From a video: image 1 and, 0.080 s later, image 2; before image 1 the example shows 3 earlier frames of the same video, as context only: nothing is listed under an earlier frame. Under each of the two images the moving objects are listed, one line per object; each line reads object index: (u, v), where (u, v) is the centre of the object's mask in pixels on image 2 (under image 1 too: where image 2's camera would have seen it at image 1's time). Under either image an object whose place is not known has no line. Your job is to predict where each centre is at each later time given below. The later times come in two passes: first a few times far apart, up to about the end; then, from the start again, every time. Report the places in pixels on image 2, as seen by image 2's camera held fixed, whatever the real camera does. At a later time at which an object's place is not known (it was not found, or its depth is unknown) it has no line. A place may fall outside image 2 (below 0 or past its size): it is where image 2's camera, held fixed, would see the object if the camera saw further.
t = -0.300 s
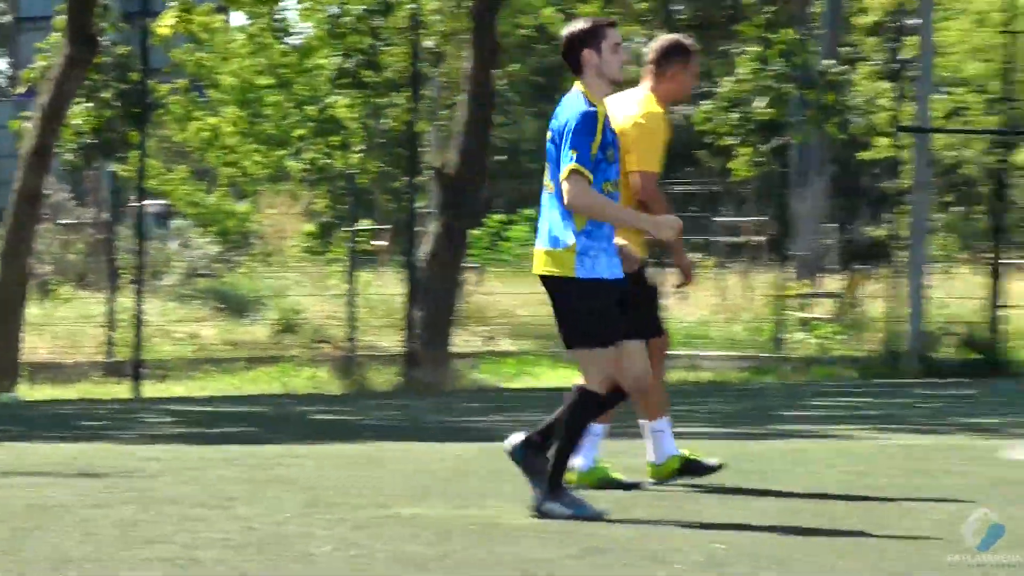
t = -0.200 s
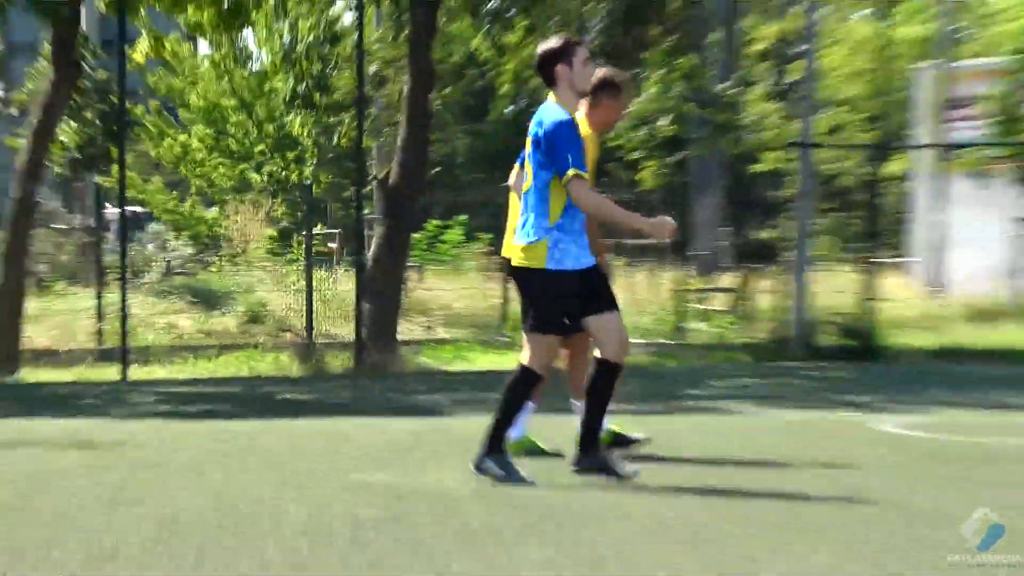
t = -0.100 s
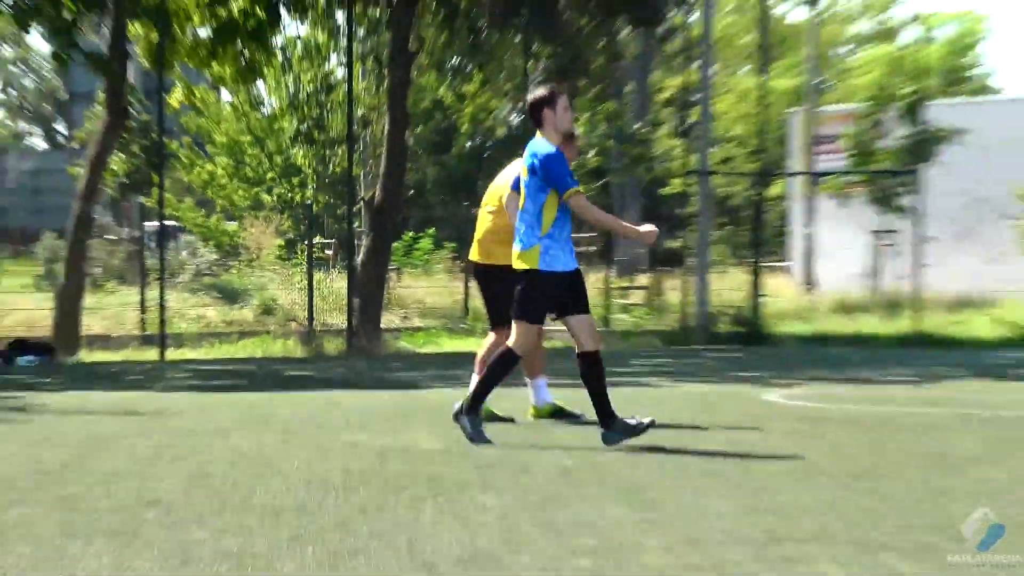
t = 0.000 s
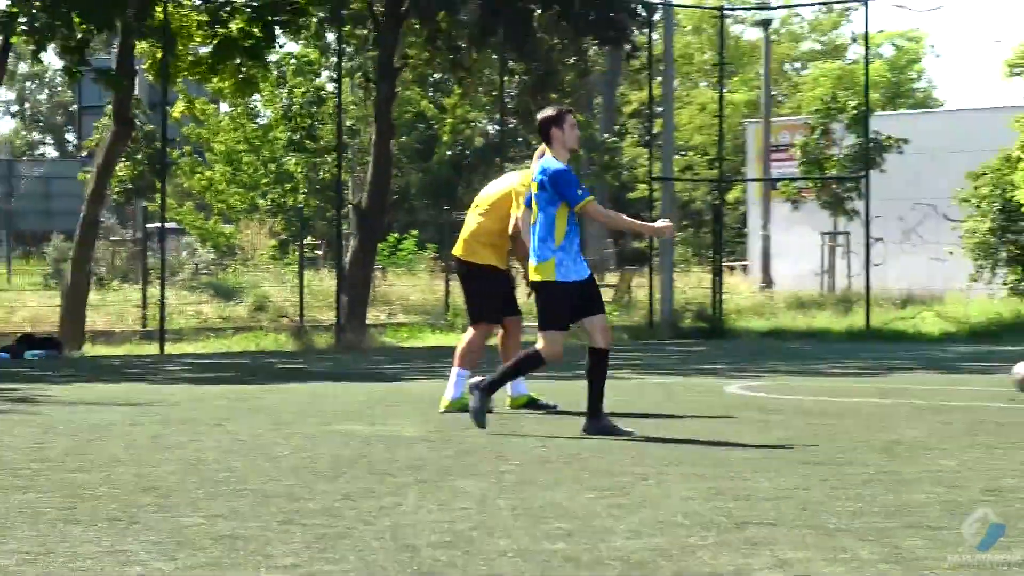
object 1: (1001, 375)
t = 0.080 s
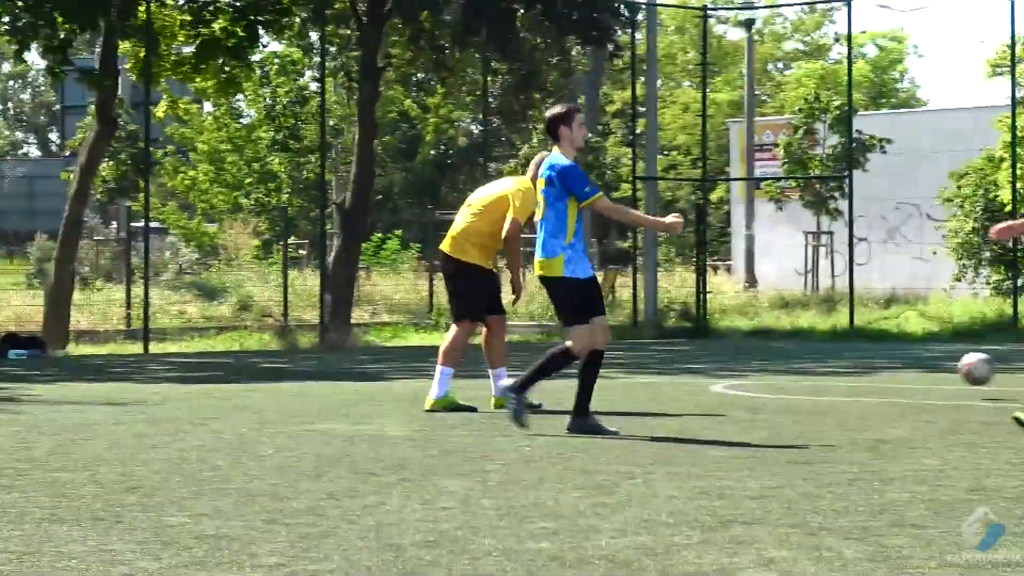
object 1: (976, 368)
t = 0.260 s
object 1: (893, 384)
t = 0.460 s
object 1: (799, 381)
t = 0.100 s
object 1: (967, 368)
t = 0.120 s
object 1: (958, 368)
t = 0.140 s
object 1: (949, 369)
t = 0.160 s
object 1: (940, 370)
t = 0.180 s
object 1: (931, 371)
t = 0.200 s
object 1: (921, 373)
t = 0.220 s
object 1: (911, 377)
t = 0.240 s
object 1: (903, 381)
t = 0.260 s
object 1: (893, 384)
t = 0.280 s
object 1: (884, 383)
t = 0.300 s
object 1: (874, 380)
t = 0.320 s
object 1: (865, 377)
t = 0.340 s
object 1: (856, 376)
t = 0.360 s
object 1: (847, 375)
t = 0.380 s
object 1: (838, 374)
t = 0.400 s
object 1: (828, 375)
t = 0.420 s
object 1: (819, 377)
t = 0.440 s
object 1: (809, 379)
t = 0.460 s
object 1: (799, 381)
